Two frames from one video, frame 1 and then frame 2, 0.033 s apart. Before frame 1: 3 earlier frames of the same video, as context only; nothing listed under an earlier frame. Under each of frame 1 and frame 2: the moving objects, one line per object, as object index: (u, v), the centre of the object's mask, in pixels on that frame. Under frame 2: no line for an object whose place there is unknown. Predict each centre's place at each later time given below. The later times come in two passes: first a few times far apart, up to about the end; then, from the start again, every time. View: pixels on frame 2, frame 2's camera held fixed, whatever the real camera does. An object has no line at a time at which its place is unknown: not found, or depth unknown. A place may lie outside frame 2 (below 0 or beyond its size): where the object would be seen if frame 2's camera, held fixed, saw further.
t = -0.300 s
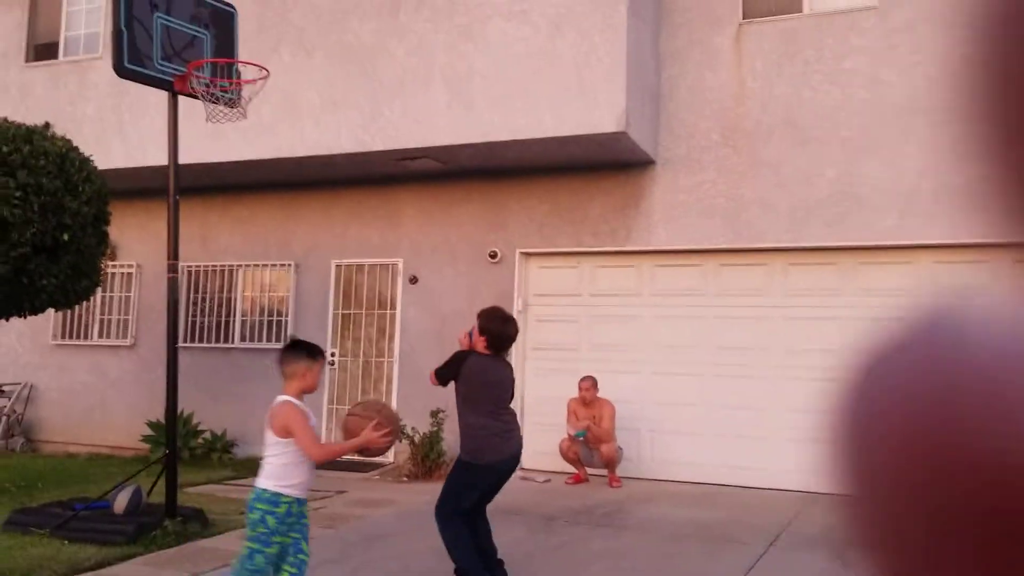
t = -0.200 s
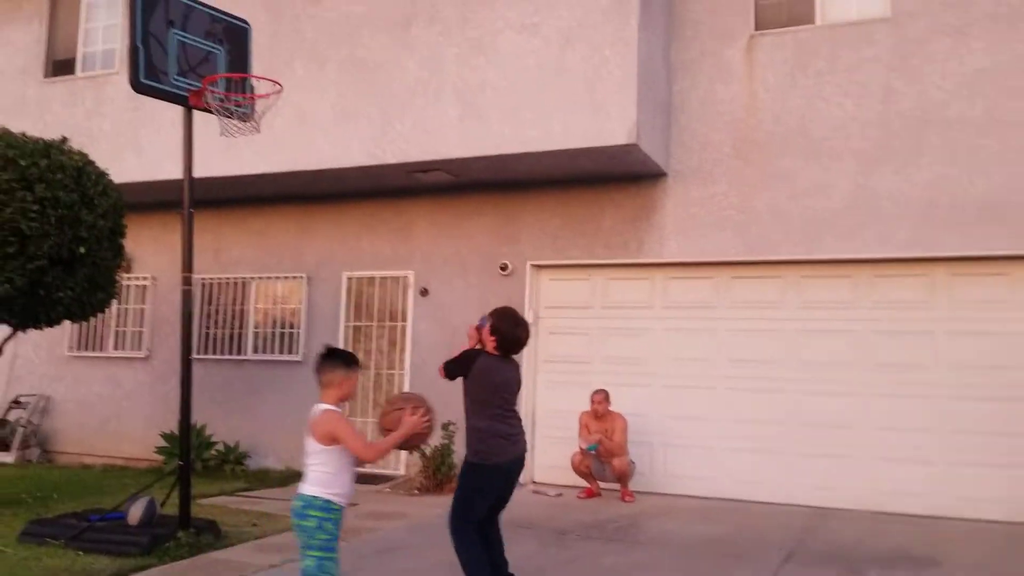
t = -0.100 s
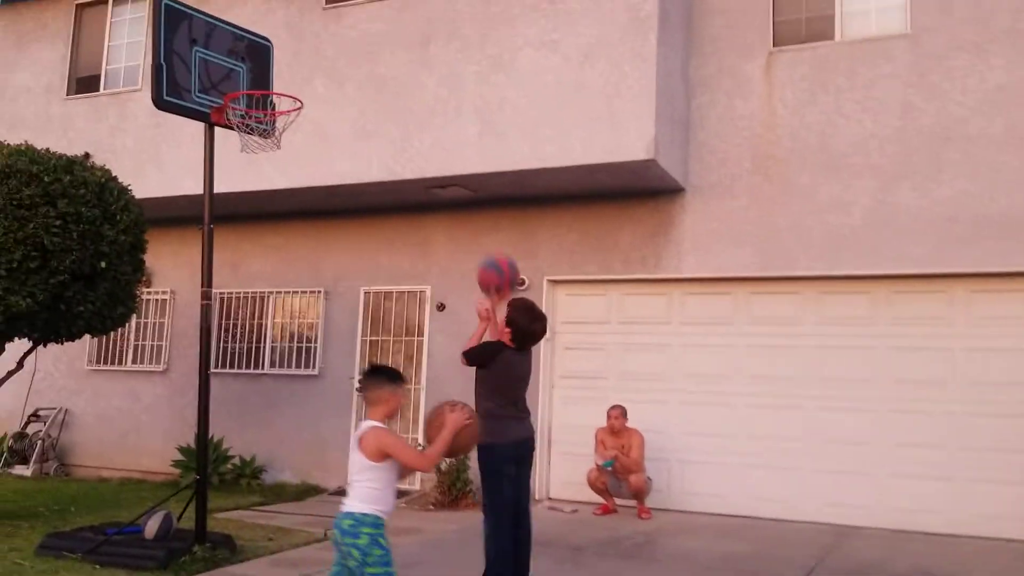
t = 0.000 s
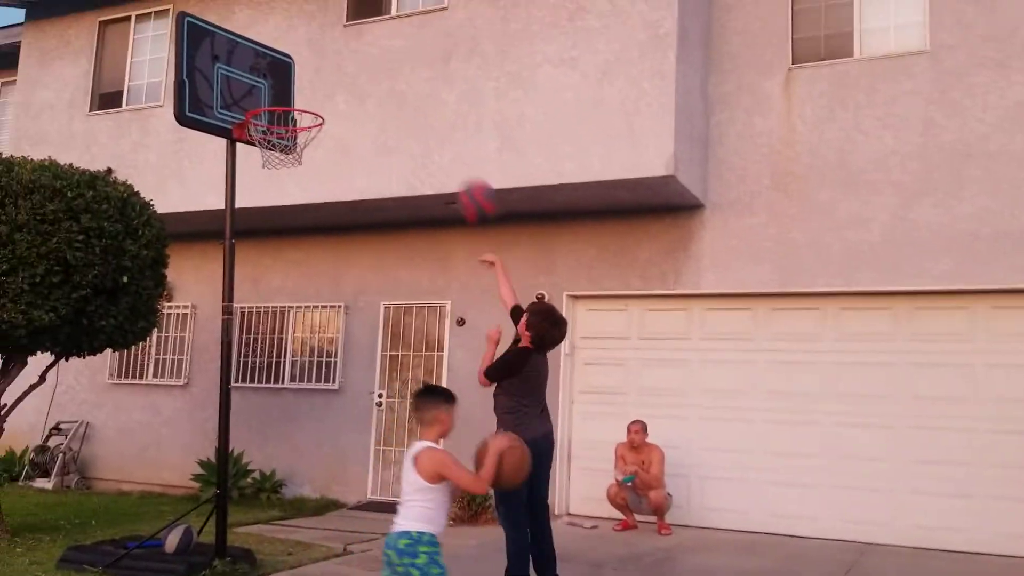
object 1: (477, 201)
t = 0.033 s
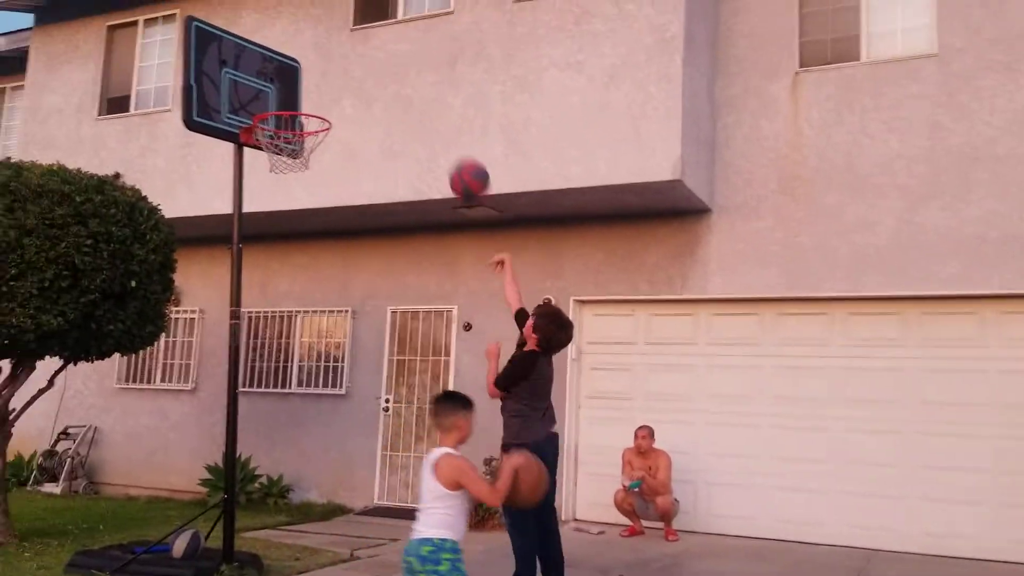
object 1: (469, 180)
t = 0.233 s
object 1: (385, 77)
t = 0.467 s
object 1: (296, 44)
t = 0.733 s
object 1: (291, 78)
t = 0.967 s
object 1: (303, 175)
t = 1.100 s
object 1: (307, 245)
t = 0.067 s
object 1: (454, 156)
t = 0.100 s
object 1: (440, 136)
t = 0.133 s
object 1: (426, 118)
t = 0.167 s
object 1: (412, 103)
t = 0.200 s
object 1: (398, 89)
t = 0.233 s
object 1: (385, 77)
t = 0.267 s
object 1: (371, 67)
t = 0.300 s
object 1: (359, 60)
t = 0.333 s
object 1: (346, 53)
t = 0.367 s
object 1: (333, 49)
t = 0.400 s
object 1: (321, 47)
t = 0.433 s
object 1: (308, 46)
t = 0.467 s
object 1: (296, 44)
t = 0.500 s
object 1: (282, 46)
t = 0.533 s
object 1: (277, 48)
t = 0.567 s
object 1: (280, 50)
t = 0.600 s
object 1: (283, 52)
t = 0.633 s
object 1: (286, 56)
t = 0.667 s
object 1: (288, 63)
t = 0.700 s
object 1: (290, 70)
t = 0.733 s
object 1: (291, 78)
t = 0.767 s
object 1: (293, 86)
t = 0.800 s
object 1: (295, 98)
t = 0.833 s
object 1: (298, 109)
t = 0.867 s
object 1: (299, 126)
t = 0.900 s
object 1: (302, 142)
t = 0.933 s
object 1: (302, 159)
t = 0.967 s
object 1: (303, 175)
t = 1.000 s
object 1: (305, 190)
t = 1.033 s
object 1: (306, 207)
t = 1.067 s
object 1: (307, 225)
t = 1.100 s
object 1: (307, 245)
